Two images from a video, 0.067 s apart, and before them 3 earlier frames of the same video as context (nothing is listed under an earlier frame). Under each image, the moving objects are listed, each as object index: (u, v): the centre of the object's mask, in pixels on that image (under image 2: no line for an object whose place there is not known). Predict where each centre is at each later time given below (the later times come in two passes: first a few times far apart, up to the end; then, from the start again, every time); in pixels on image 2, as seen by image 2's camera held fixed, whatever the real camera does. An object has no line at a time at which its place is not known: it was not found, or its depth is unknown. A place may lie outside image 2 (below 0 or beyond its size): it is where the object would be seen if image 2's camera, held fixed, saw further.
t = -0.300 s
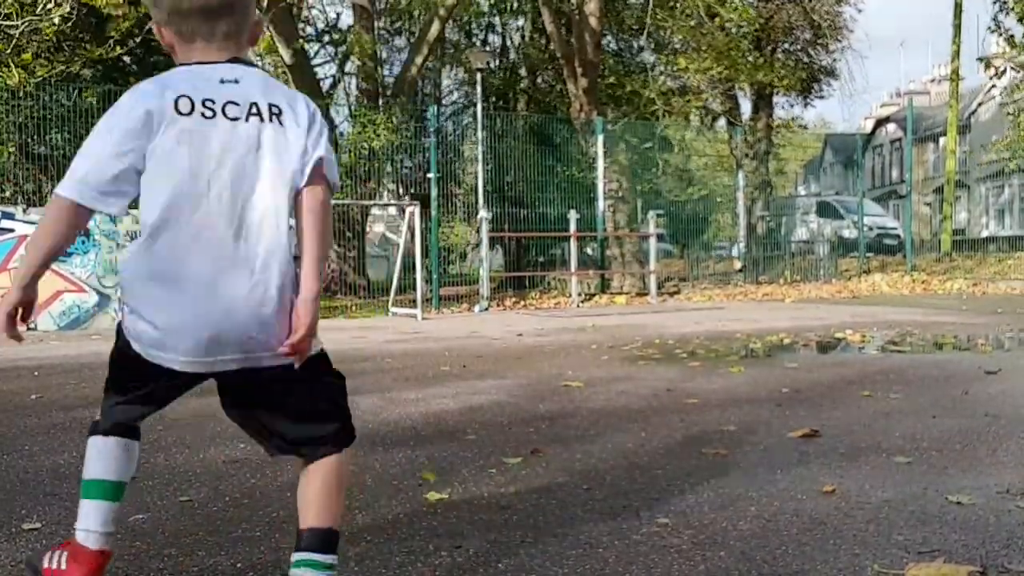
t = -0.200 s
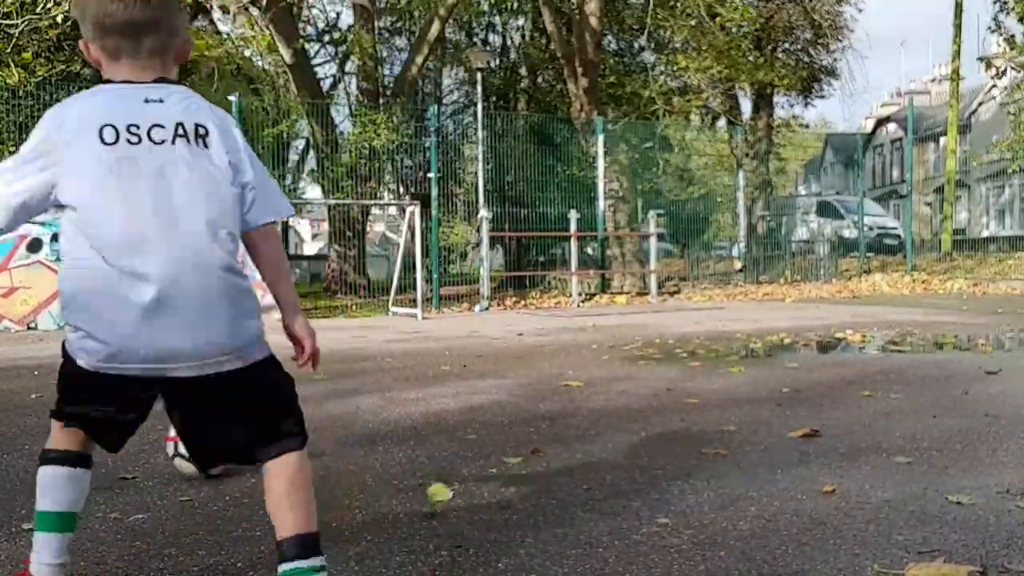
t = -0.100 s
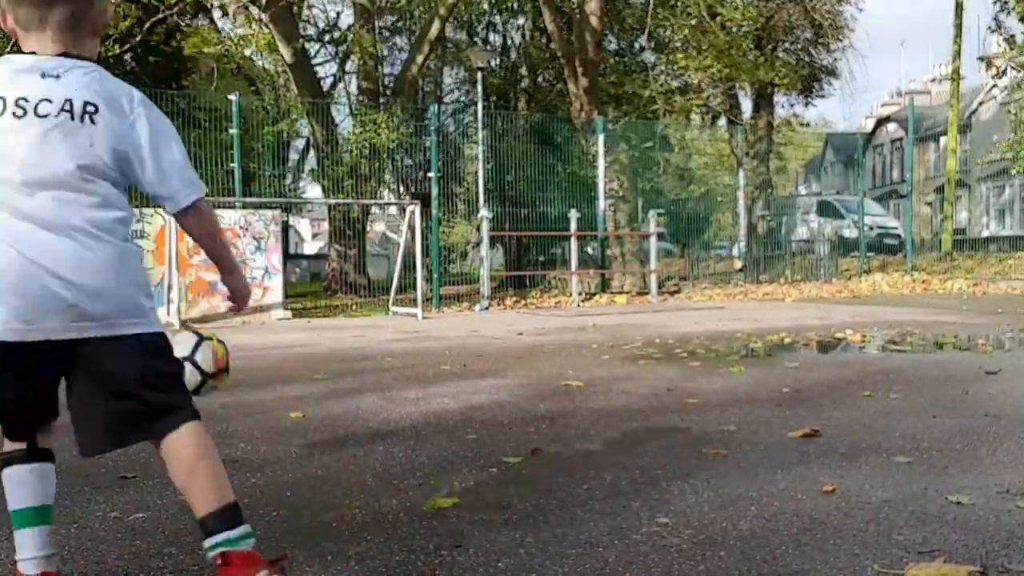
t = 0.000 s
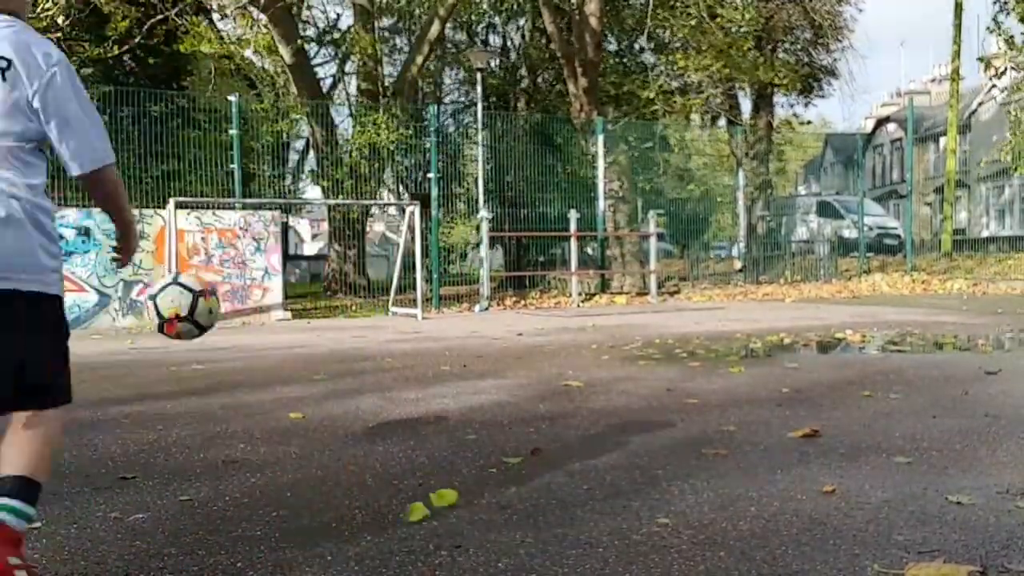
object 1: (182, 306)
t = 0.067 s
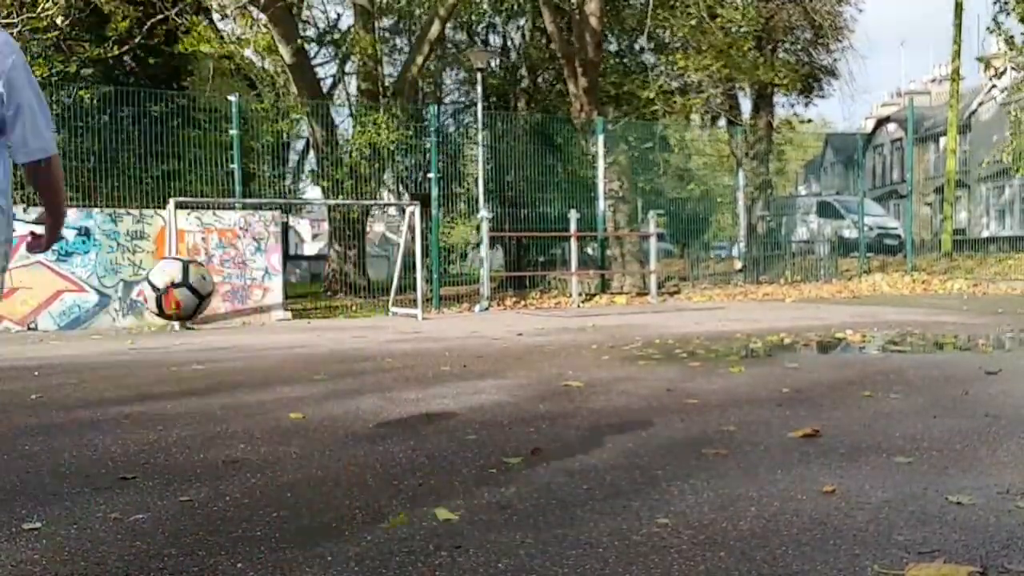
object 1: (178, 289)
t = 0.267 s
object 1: (163, 324)
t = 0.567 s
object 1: (139, 350)
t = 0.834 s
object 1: (113, 387)
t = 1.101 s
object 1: (87, 362)
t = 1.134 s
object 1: (84, 365)
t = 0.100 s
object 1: (173, 286)
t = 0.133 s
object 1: (171, 285)
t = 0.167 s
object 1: (169, 290)
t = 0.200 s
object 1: (167, 297)
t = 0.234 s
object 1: (165, 308)
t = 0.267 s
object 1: (163, 324)
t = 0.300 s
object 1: (162, 346)
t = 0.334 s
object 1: (160, 366)
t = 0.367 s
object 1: (159, 391)
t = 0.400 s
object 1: (158, 419)
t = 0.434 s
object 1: (154, 412)
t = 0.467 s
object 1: (151, 391)
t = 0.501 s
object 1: (146, 374)
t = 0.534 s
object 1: (143, 360)
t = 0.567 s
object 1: (139, 350)
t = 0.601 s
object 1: (136, 342)
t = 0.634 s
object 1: (132, 338)
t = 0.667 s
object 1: (129, 338)
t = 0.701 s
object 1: (126, 341)
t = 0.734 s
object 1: (122, 347)
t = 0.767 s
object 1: (119, 358)
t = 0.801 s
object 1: (115, 371)
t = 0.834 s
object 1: (113, 387)
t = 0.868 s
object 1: (110, 408)
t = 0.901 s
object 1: (107, 406)
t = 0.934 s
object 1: (103, 390)
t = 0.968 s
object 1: (100, 378)
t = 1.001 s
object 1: (96, 368)
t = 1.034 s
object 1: (93, 364)
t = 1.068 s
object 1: (89, 361)
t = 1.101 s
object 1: (87, 362)
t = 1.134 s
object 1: (84, 365)
